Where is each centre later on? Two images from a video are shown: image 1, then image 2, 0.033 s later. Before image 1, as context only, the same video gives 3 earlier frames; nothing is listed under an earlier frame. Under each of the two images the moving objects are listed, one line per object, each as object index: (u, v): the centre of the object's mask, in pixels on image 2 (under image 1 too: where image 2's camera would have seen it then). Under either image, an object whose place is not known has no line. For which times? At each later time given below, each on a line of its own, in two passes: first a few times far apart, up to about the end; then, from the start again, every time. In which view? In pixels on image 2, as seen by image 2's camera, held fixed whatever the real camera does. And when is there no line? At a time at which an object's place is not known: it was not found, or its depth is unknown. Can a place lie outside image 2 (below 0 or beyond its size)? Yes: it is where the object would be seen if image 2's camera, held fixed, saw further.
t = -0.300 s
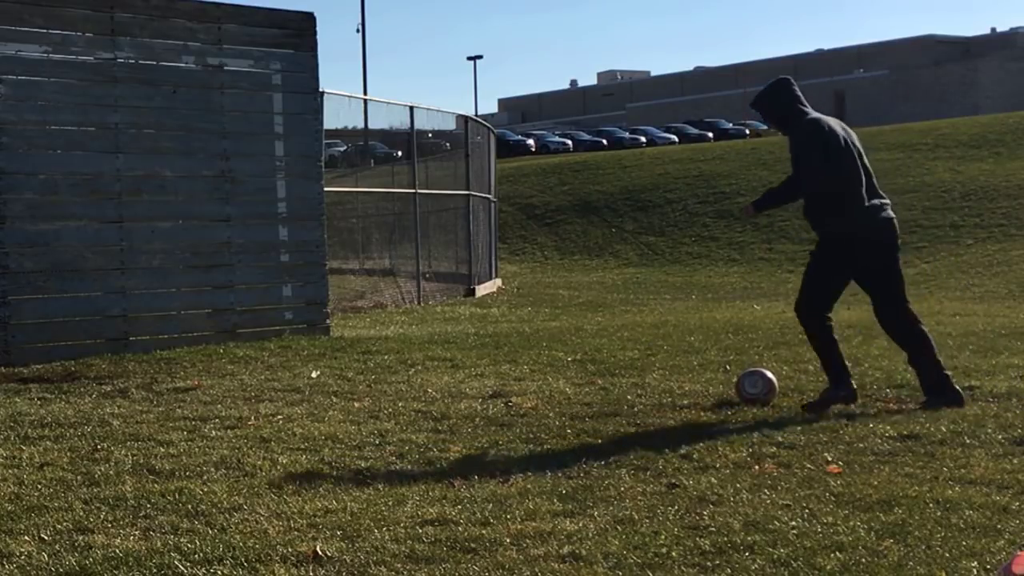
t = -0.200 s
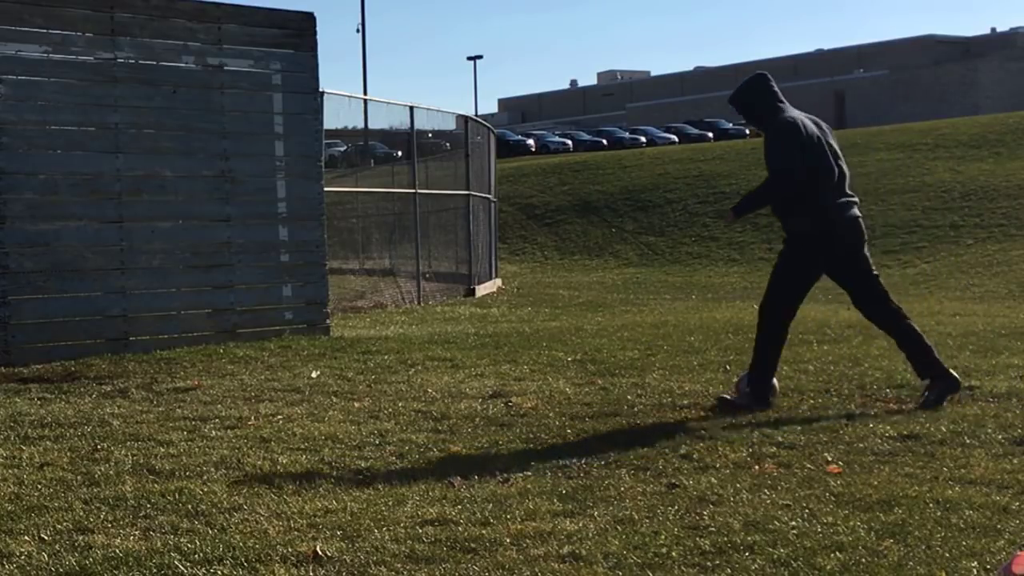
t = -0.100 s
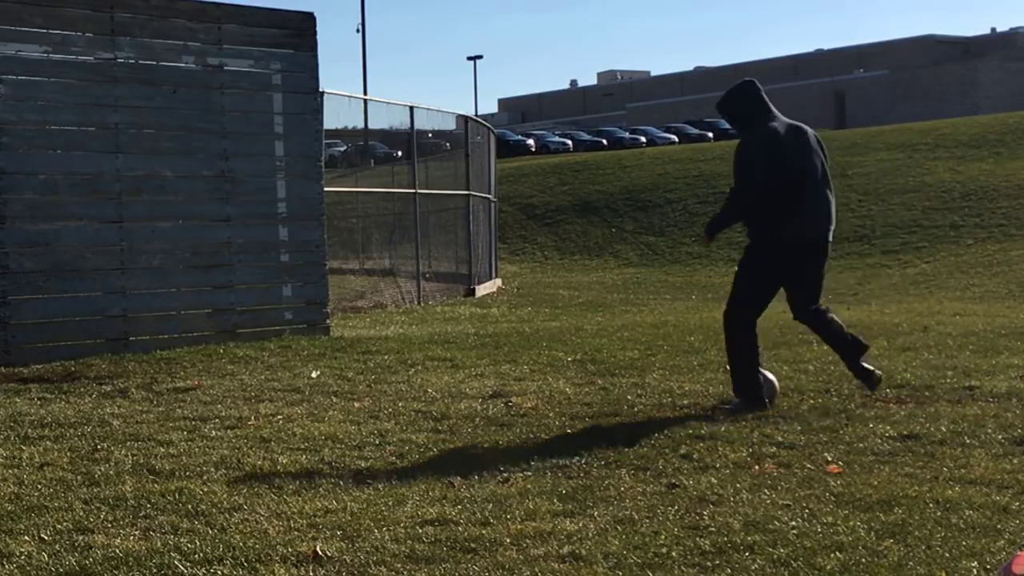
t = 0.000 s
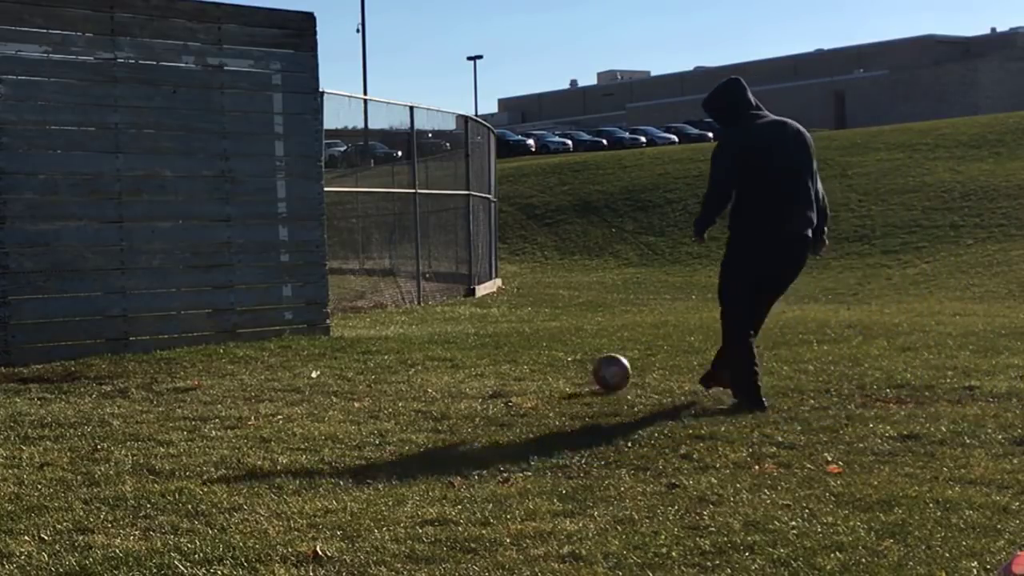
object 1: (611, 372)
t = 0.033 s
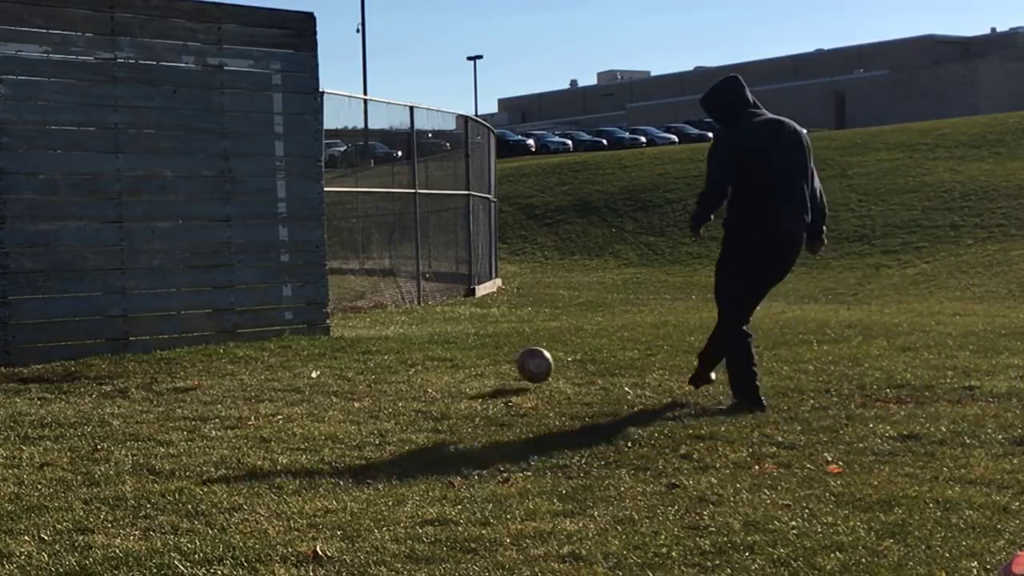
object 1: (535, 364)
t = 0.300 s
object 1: (105, 329)
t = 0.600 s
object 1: (231, 240)
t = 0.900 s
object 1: (479, 258)
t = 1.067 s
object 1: (652, 336)
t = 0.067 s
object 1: (464, 360)
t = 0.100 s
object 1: (399, 357)
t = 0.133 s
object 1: (338, 355)
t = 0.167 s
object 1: (282, 355)
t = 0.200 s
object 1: (230, 358)
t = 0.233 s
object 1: (181, 359)
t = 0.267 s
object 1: (144, 343)
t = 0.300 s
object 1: (105, 329)
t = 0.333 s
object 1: (68, 316)
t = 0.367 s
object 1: (76, 304)
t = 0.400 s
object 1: (97, 291)
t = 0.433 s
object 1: (117, 280)
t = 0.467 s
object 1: (139, 270)
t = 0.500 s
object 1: (160, 259)
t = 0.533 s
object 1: (183, 253)
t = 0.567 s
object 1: (206, 247)
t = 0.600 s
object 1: (231, 240)
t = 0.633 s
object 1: (254, 235)
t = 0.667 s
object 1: (279, 233)
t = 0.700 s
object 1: (304, 231)
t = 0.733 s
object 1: (332, 231)
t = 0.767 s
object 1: (359, 233)
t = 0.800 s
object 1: (387, 237)
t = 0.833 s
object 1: (417, 242)
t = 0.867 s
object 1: (448, 249)
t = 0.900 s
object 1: (479, 258)
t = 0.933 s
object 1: (511, 269)
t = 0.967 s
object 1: (544, 283)
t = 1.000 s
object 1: (579, 298)
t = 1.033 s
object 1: (615, 315)
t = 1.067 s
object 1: (652, 336)
